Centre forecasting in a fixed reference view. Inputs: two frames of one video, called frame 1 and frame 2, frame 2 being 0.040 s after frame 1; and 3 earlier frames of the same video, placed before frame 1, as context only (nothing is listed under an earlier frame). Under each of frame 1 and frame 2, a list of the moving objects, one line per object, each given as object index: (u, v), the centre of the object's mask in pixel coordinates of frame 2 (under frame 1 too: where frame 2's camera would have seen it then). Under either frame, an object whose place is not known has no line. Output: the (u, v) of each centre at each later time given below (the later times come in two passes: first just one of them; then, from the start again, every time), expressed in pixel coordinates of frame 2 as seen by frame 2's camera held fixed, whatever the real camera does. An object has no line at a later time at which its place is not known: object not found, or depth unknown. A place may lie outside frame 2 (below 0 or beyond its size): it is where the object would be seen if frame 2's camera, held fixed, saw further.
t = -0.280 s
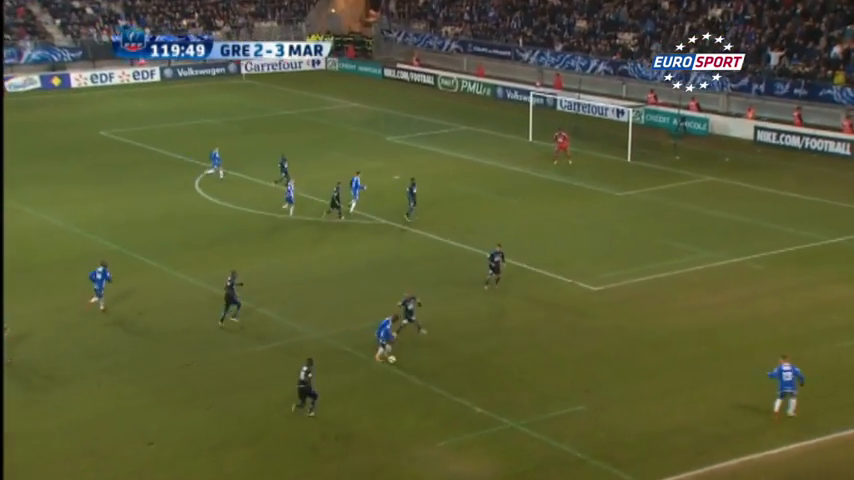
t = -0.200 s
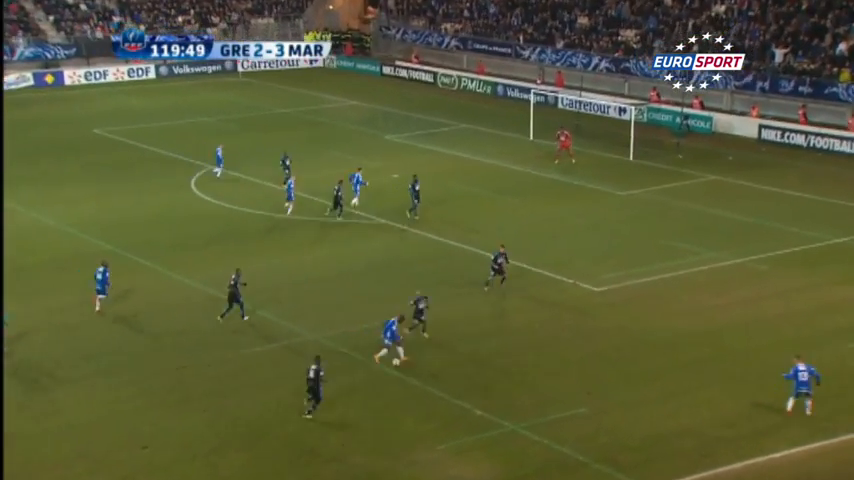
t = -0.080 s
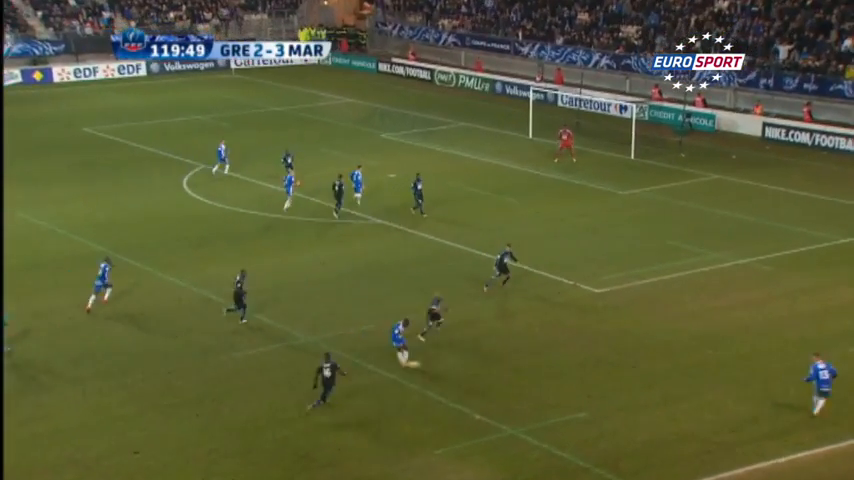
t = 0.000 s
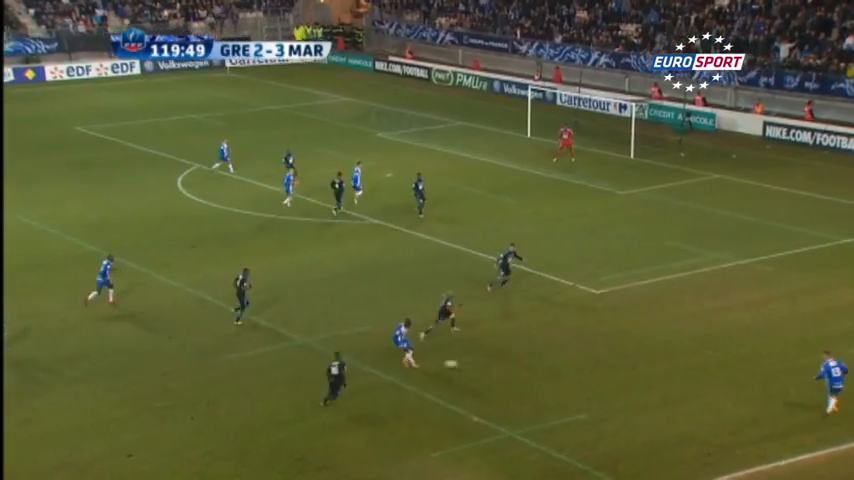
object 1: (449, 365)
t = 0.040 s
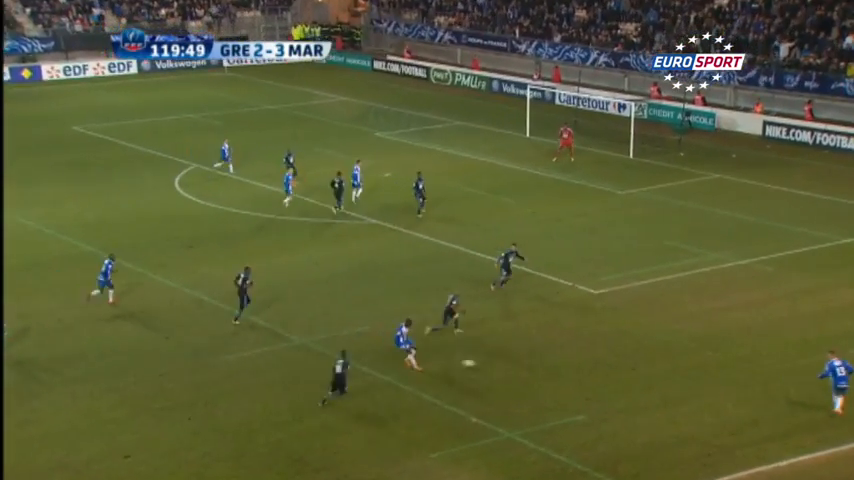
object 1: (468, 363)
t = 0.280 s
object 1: (573, 357)
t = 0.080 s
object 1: (487, 363)
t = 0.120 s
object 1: (506, 361)
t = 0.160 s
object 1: (523, 360)
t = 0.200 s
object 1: (540, 359)
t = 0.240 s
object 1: (557, 358)
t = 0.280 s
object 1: (573, 357)
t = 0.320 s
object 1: (588, 356)
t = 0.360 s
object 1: (603, 355)
